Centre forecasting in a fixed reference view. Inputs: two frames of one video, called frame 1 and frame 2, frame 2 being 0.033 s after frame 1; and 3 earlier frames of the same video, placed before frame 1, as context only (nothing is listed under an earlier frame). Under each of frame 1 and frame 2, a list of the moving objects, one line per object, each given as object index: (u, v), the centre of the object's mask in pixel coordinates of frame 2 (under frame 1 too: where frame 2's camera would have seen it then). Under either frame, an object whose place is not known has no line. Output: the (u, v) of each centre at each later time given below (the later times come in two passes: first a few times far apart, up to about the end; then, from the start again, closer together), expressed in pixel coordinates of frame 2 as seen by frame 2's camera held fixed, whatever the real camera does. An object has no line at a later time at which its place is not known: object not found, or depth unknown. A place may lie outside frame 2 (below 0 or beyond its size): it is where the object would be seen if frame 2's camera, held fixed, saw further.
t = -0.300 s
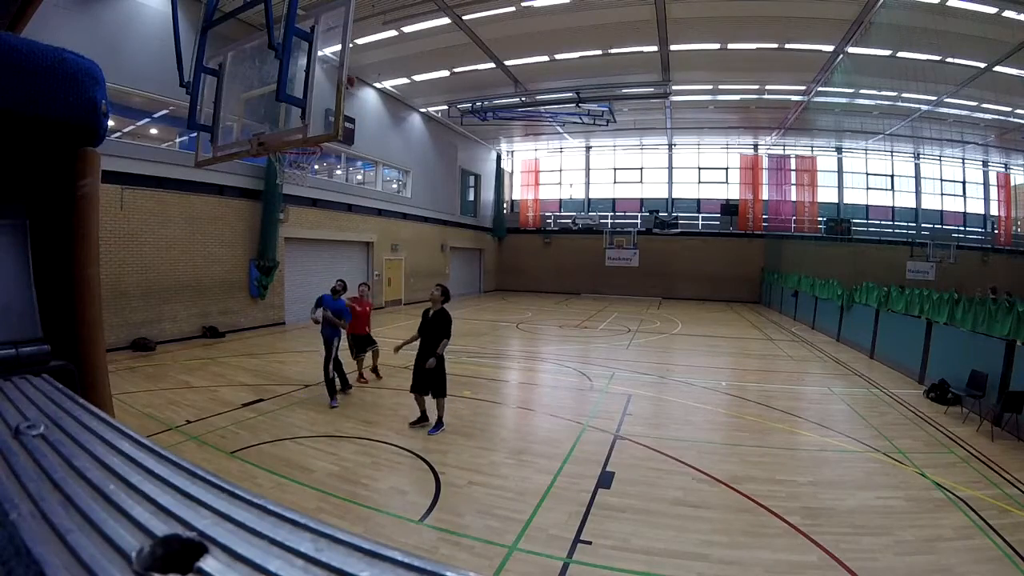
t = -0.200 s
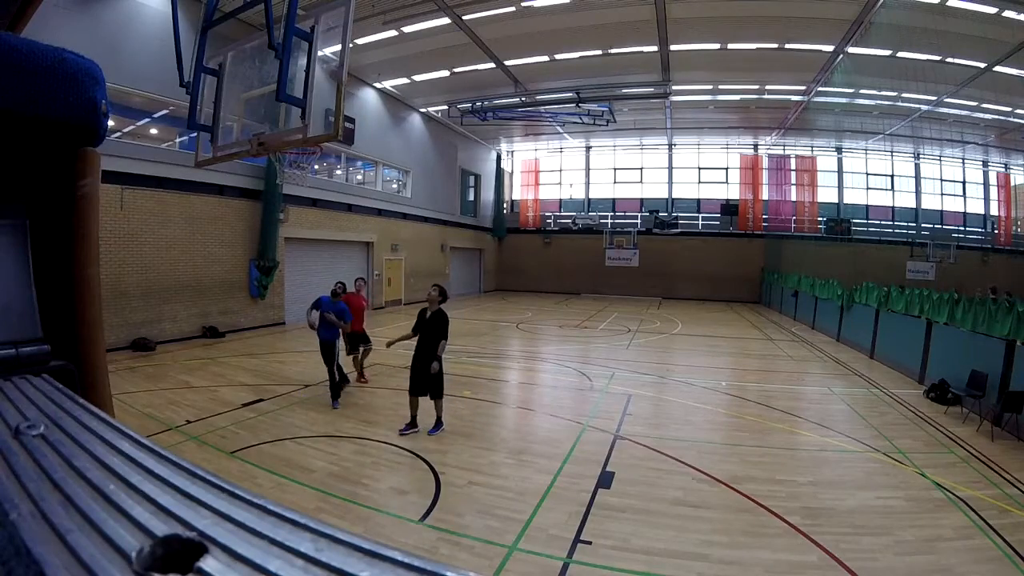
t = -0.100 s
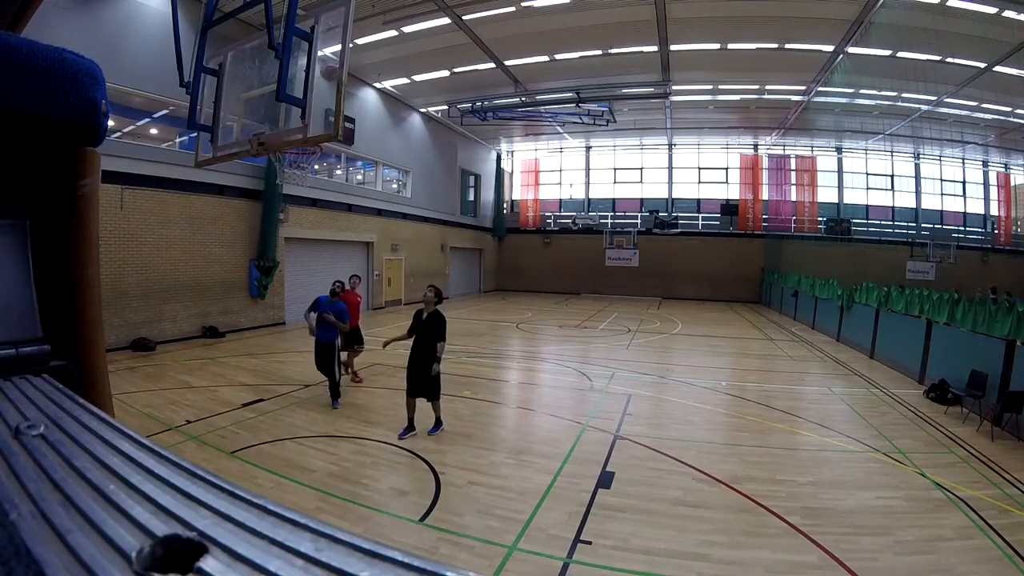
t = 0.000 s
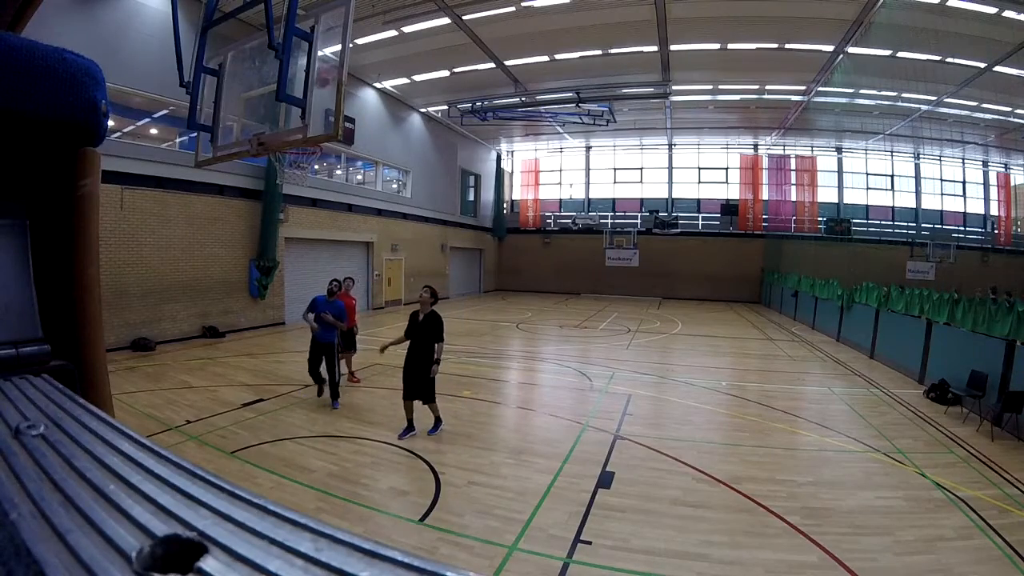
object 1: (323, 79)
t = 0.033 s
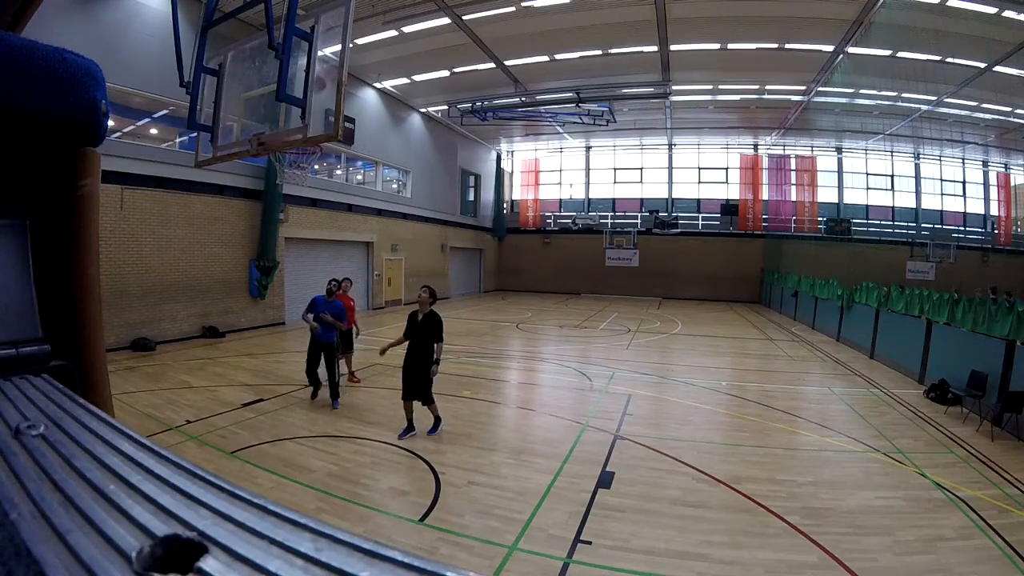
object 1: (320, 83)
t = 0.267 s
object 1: (282, 160)
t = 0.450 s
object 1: (294, 216)
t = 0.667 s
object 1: (321, 338)
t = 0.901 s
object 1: (357, 486)
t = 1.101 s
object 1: (385, 397)
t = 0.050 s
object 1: (319, 83)
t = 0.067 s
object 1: (318, 86)
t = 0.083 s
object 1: (318, 88)
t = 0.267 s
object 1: (282, 160)
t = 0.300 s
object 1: (281, 166)
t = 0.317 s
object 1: (282, 169)
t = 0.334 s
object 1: (283, 179)
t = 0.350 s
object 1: (286, 181)
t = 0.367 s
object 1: (287, 185)
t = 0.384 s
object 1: (287, 190)
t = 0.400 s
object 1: (290, 197)
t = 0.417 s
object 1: (292, 203)
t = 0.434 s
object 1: (293, 208)
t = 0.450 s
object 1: (294, 216)
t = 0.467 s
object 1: (296, 222)
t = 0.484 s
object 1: (298, 230)
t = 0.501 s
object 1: (300, 239)
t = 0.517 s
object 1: (302, 248)
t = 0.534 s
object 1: (304, 256)
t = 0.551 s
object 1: (306, 266)
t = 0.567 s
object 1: (307, 275)
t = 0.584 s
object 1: (310, 283)
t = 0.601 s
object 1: (312, 295)
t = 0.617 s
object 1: (316, 306)
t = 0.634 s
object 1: (318, 316)
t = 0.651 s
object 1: (319, 326)
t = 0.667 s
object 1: (321, 338)
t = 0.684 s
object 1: (324, 350)
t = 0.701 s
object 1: (326, 362)
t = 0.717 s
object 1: (328, 374)
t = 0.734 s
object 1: (330, 387)
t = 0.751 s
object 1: (333, 400)
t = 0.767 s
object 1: (334, 415)
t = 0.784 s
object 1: (337, 426)
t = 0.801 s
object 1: (340, 439)
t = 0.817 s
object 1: (343, 453)
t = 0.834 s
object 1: (345, 467)
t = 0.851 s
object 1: (349, 479)
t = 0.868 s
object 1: (352, 492)
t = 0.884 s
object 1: (355, 496)
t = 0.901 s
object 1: (357, 486)
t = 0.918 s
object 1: (359, 477)
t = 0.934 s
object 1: (361, 469)
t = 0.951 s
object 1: (363, 460)
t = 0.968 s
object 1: (365, 452)
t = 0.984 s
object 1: (368, 444)
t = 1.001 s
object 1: (370, 436)
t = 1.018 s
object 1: (372, 429)
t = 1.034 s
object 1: (375, 422)
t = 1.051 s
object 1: (377, 415)
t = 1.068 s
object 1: (380, 409)
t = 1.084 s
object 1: (382, 403)
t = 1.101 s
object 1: (385, 397)
